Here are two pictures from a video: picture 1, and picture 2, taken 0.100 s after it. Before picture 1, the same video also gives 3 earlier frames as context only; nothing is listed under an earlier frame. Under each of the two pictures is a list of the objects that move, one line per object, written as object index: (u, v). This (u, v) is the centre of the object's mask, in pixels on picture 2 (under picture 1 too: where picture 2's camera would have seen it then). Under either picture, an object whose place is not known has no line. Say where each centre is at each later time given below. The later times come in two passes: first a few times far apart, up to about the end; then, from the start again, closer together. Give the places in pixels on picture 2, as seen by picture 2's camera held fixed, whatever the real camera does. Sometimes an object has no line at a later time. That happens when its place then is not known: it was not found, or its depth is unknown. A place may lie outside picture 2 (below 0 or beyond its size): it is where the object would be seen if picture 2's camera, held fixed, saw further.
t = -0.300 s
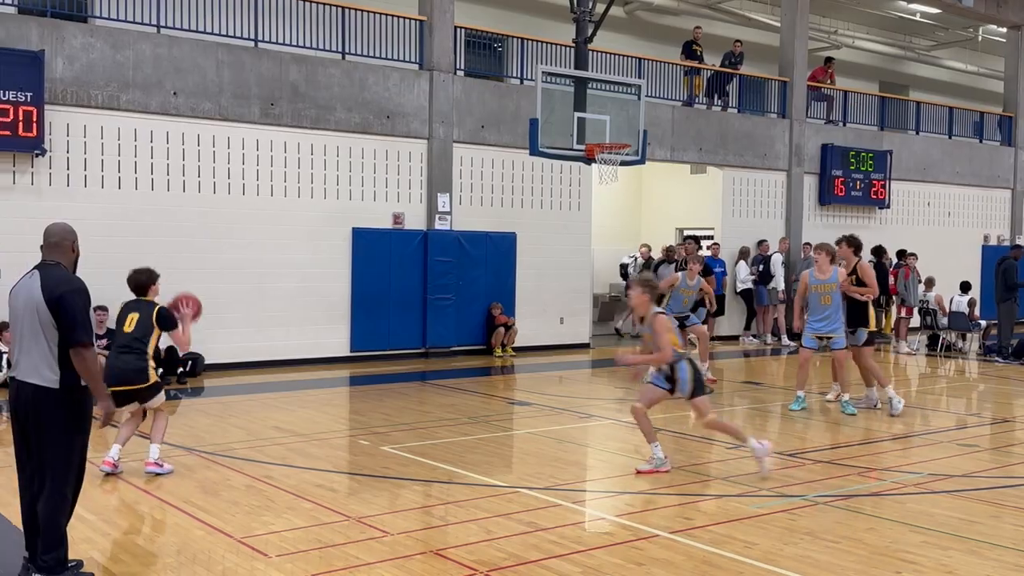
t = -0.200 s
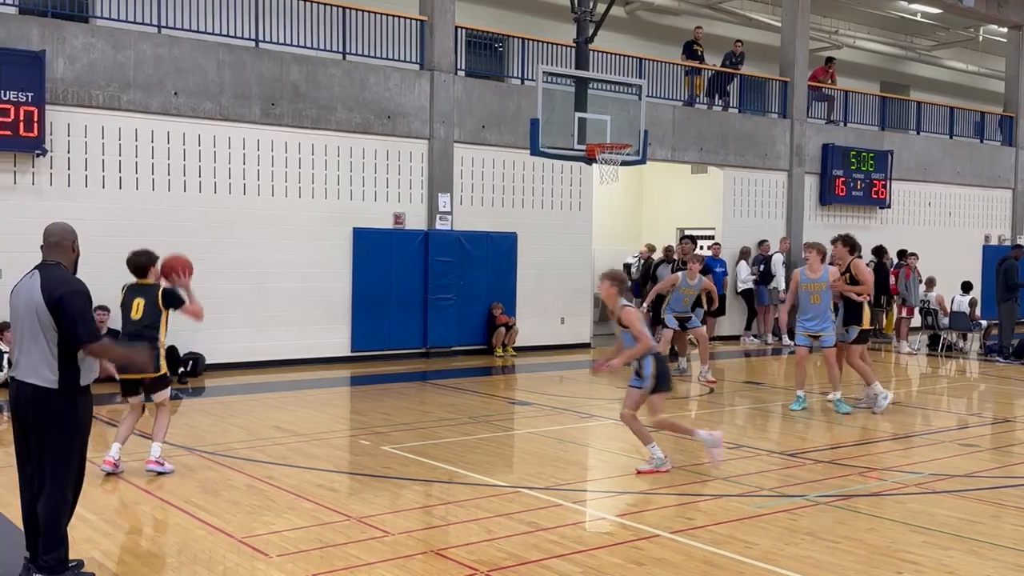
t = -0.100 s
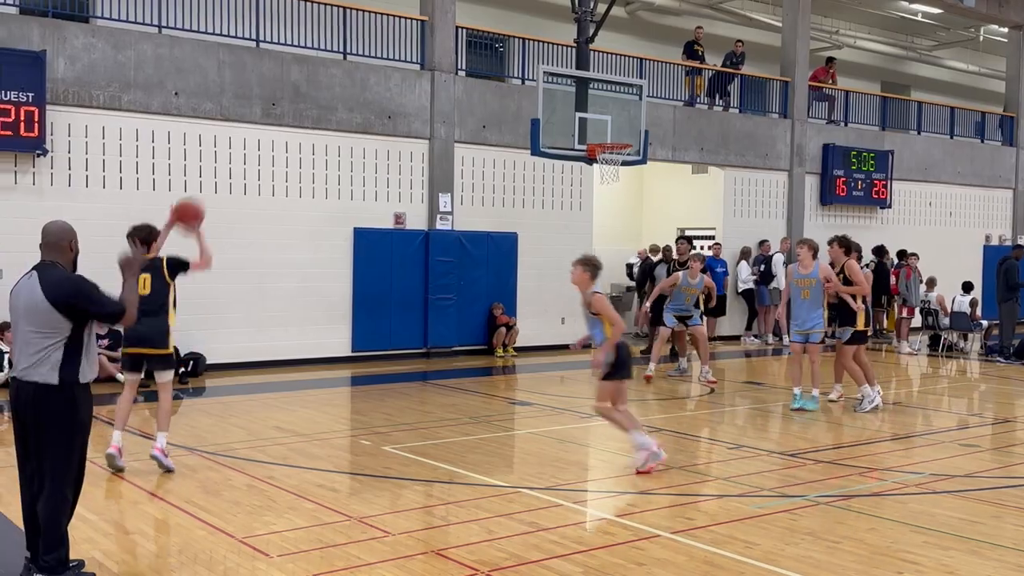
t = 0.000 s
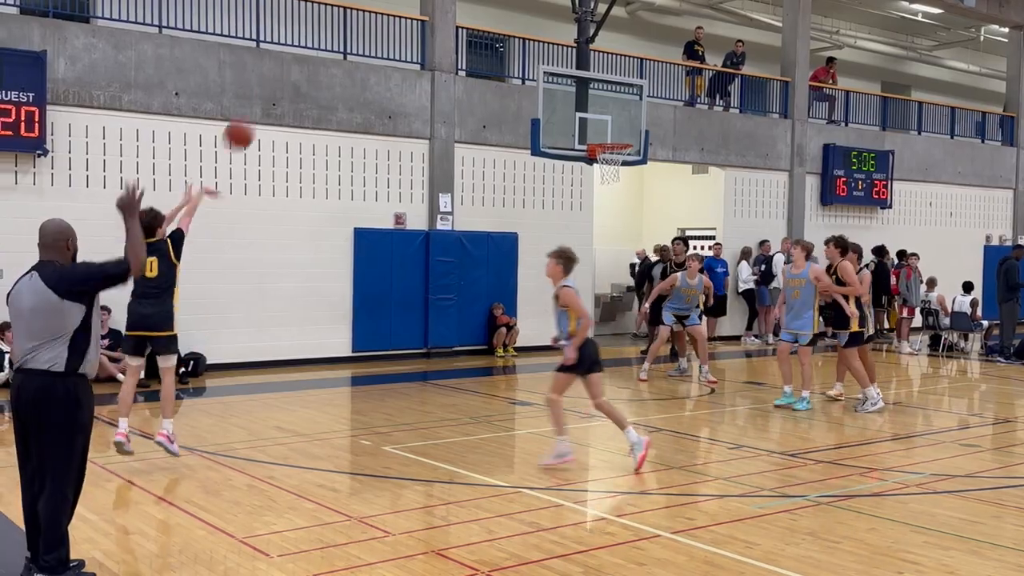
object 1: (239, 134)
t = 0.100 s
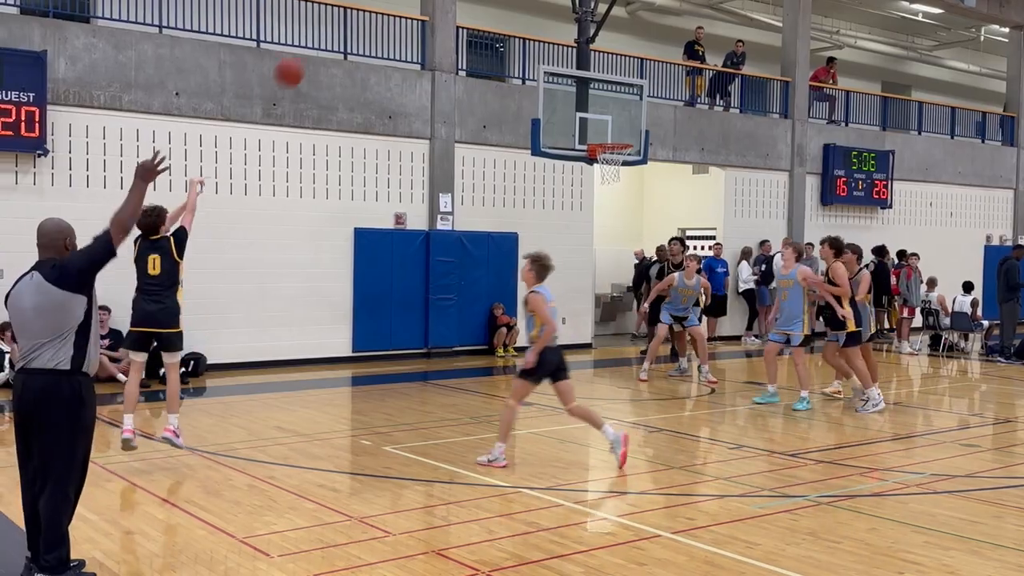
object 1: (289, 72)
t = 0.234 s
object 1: (349, 13)
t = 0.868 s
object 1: (555, 18)
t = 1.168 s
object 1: (621, 128)
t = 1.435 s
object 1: (595, 79)
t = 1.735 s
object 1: (553, 66)
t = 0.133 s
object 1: (305, 55)
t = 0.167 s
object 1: (320, 39)
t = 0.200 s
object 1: (335, 25)
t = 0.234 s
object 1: (349, 13)
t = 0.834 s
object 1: (547, 9)
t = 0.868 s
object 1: (555, 18)
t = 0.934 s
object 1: (572, 38)
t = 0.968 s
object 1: (581, 49)
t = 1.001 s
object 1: (586, 61)
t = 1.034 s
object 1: (594, 73)
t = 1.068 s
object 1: (601, 86)
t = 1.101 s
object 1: (609, 99)
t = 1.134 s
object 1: (615, 113)
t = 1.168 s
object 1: (621, 128)
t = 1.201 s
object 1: (626, 137)
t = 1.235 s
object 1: (621, 126)
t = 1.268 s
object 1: (617, 117)
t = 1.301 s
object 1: (613, 107)
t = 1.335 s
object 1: (608, 99)
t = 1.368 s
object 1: (604, 91)
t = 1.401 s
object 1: (600, 85)
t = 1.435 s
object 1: (595, 79)
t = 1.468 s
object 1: (590, 74)
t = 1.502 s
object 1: (586, 70)
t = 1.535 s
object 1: (581, 66)
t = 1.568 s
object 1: (578, 64)
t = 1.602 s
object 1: (572, 63)
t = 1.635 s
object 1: (568, 62)
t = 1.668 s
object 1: (563, 62)
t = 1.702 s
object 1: (557, 64)
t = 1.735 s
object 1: (553, 66)
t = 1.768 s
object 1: (549, 69)
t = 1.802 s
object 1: (544, 73)
